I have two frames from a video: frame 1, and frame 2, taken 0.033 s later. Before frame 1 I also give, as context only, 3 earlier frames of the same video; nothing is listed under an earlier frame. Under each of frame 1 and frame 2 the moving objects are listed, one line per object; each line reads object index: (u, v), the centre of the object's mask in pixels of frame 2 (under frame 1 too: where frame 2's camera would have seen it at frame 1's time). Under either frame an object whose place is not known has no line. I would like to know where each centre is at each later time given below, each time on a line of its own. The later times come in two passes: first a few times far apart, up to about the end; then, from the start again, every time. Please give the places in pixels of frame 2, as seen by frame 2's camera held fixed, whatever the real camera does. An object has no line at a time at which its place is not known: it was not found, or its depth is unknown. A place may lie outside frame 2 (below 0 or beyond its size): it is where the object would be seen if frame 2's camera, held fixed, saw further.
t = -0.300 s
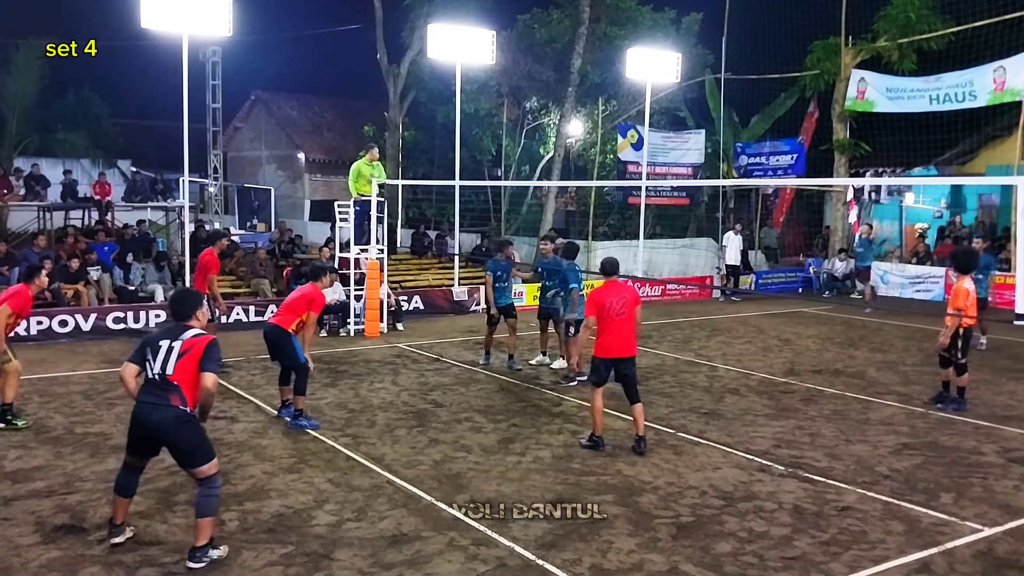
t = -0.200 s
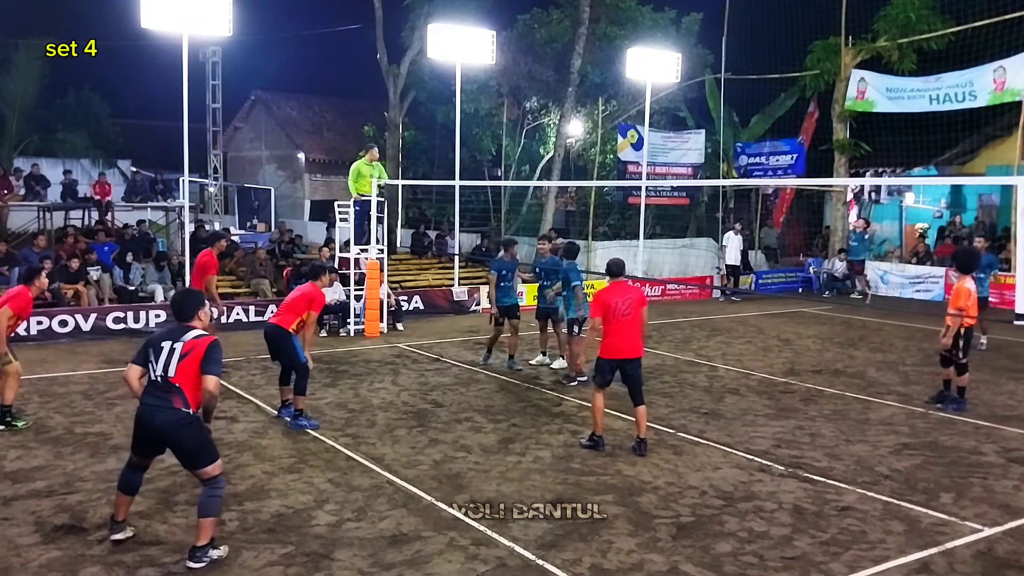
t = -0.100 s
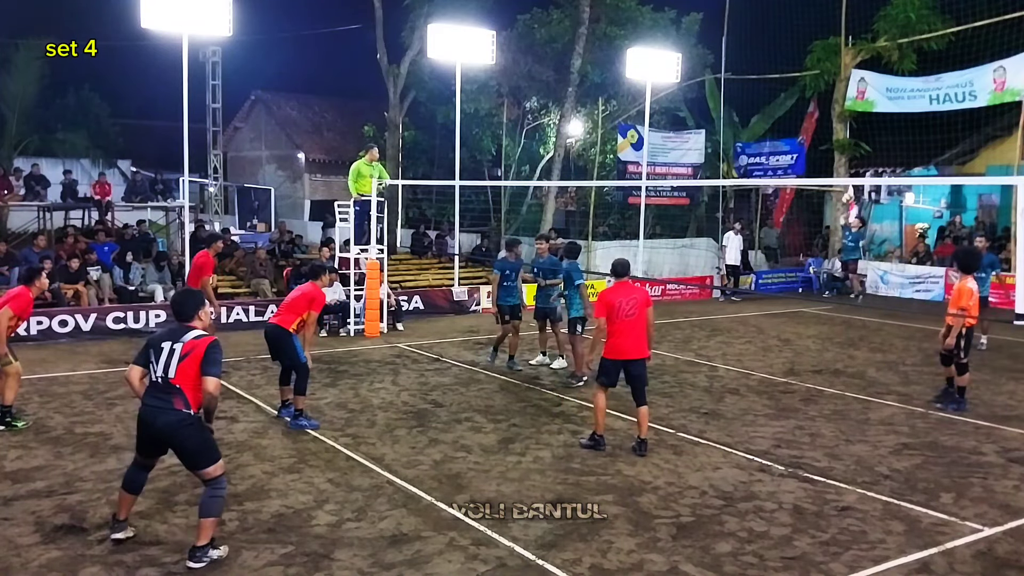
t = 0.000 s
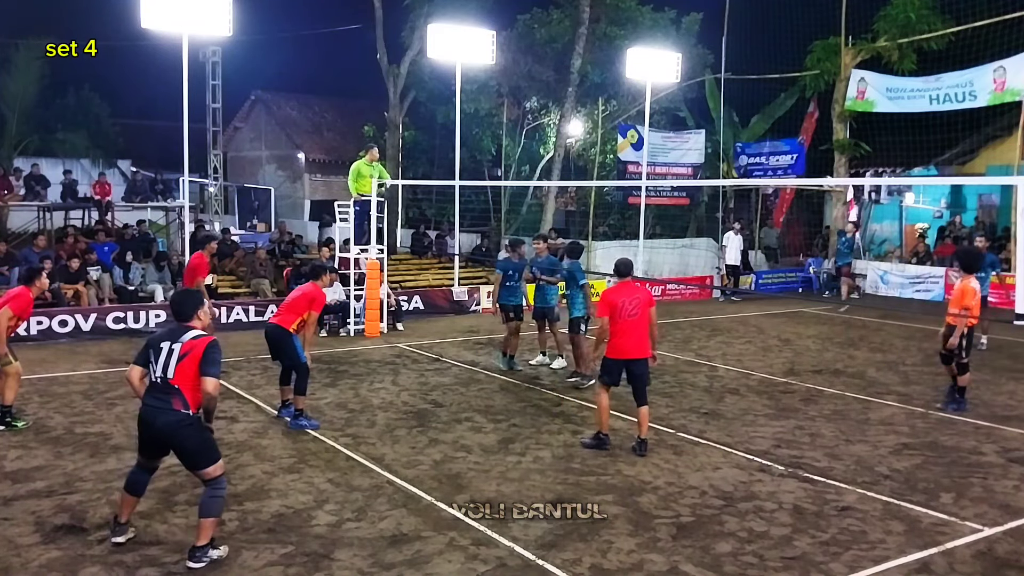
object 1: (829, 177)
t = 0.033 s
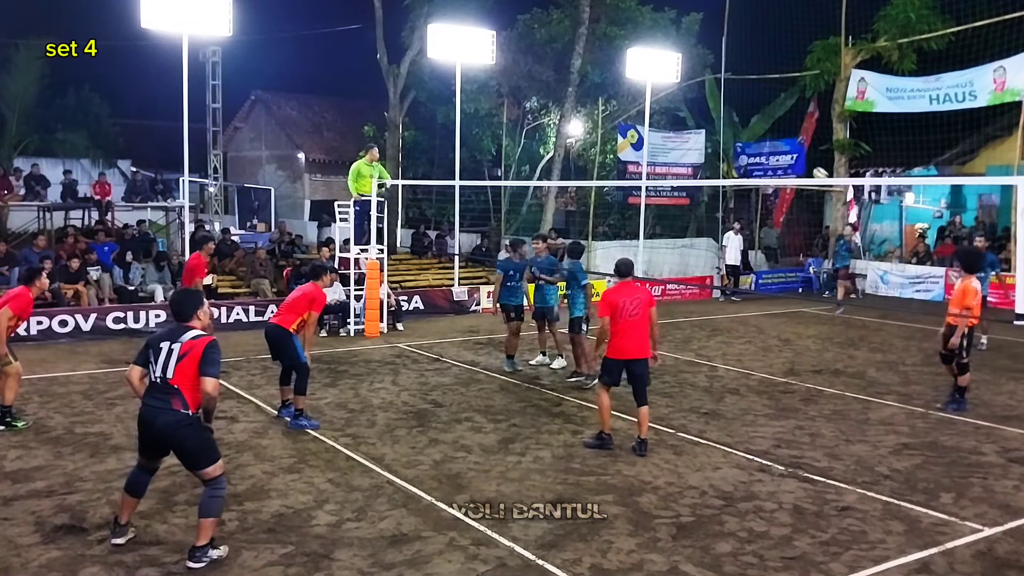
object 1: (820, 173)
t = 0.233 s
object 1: (757, 131)
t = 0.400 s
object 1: (687, 110)
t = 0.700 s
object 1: (513, 110)
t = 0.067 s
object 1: (811, 166)
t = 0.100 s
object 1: (801, 158)
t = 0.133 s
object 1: (791, 150)
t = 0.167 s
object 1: (780, 144)
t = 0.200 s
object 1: (769, 137)
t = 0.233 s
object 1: (757, 131)
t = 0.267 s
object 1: (745, 126)
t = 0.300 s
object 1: (732, 122)
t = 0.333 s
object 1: (718, 117)
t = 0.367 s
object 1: (703, 114)
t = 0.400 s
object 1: (687, 110)
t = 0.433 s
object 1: (671, 107)
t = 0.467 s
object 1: (658, 105)
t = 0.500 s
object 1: (635, 102)
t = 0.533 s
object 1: (619, 101)
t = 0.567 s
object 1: (601, 102)
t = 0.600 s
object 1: (581, 101)
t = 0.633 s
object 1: (559, 103)
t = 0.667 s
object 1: (537, 107)
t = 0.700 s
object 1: (513, 110)
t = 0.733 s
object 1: (489, 116)
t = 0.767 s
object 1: (462, 122)
